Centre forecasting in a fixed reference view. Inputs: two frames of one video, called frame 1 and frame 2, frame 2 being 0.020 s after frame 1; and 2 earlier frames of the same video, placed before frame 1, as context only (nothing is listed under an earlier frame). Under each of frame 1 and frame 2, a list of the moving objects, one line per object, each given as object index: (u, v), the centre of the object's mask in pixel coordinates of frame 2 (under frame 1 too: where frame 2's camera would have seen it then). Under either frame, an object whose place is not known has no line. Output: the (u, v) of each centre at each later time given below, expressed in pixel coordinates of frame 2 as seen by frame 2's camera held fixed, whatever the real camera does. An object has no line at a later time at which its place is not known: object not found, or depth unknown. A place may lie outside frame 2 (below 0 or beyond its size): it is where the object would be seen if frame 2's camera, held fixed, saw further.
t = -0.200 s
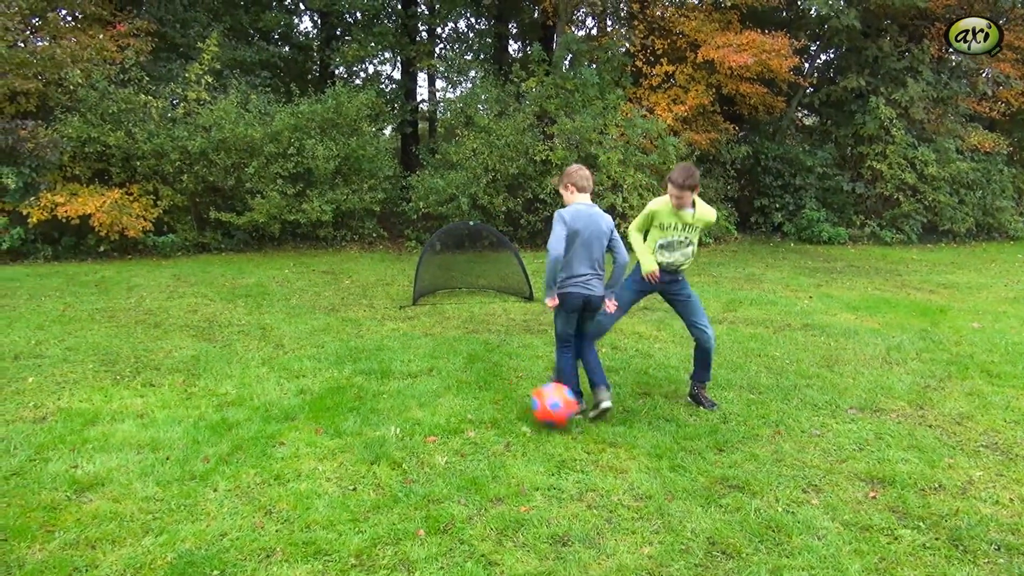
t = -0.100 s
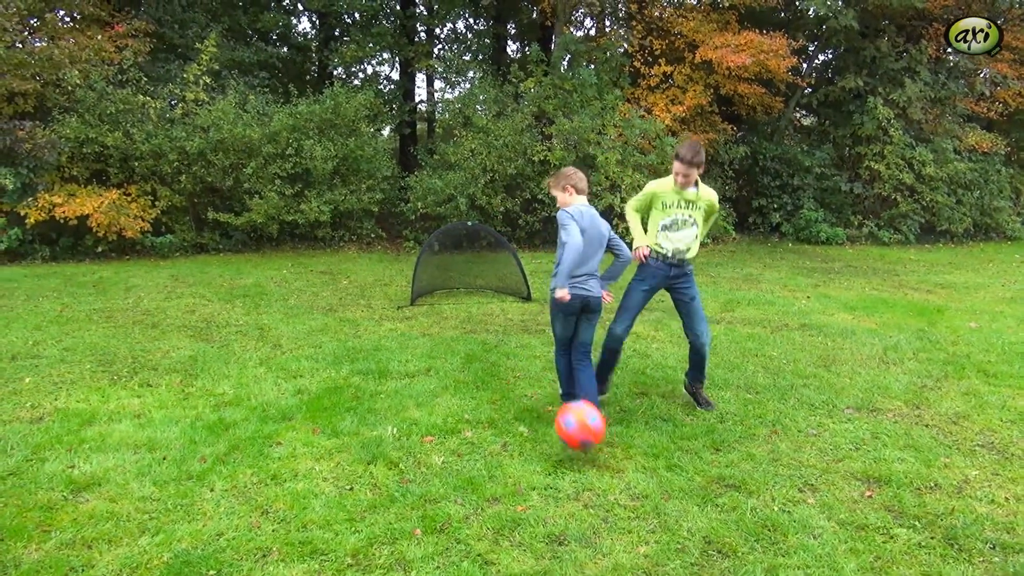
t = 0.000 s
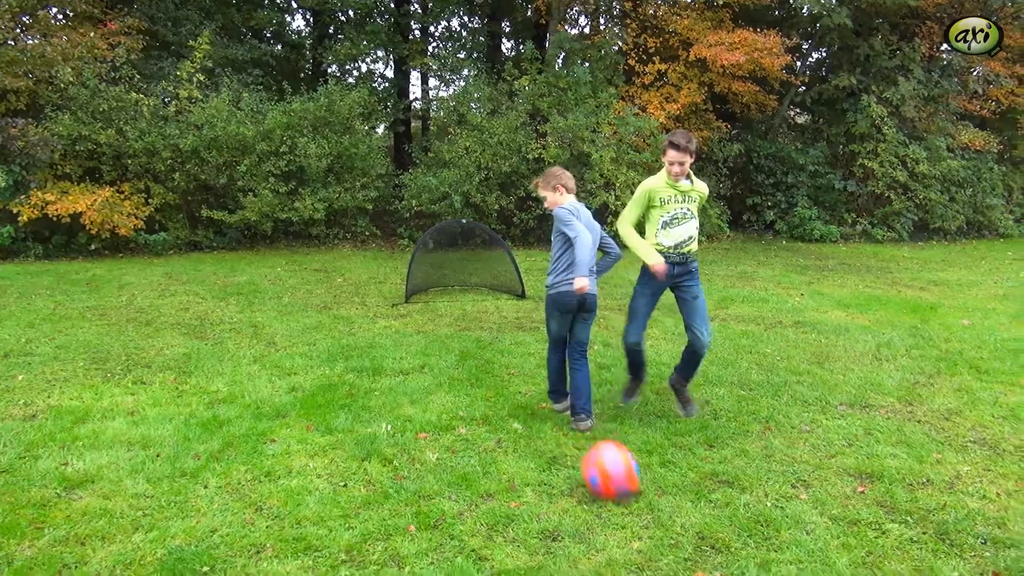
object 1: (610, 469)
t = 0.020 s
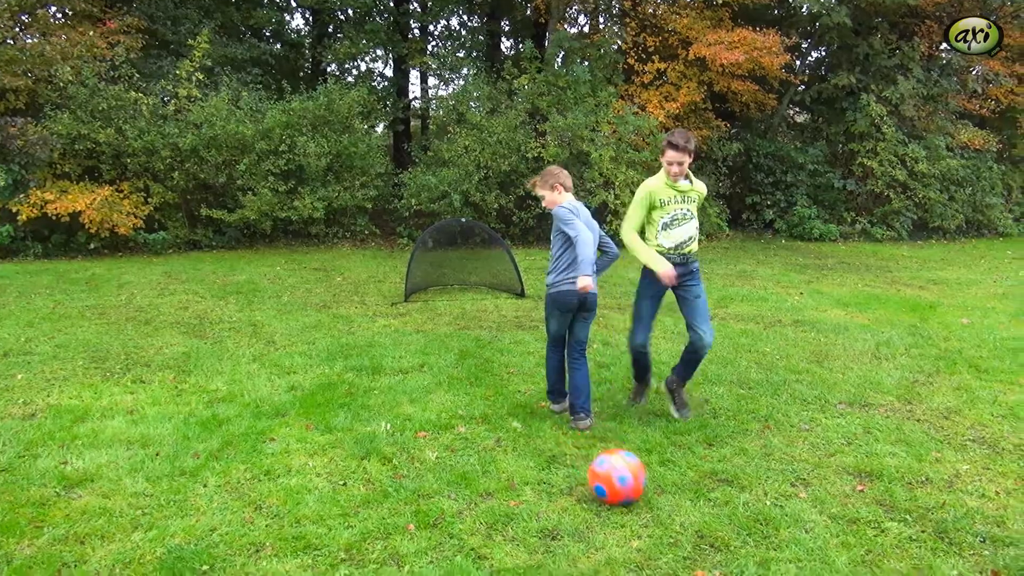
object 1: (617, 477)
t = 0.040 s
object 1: (623, 478)
